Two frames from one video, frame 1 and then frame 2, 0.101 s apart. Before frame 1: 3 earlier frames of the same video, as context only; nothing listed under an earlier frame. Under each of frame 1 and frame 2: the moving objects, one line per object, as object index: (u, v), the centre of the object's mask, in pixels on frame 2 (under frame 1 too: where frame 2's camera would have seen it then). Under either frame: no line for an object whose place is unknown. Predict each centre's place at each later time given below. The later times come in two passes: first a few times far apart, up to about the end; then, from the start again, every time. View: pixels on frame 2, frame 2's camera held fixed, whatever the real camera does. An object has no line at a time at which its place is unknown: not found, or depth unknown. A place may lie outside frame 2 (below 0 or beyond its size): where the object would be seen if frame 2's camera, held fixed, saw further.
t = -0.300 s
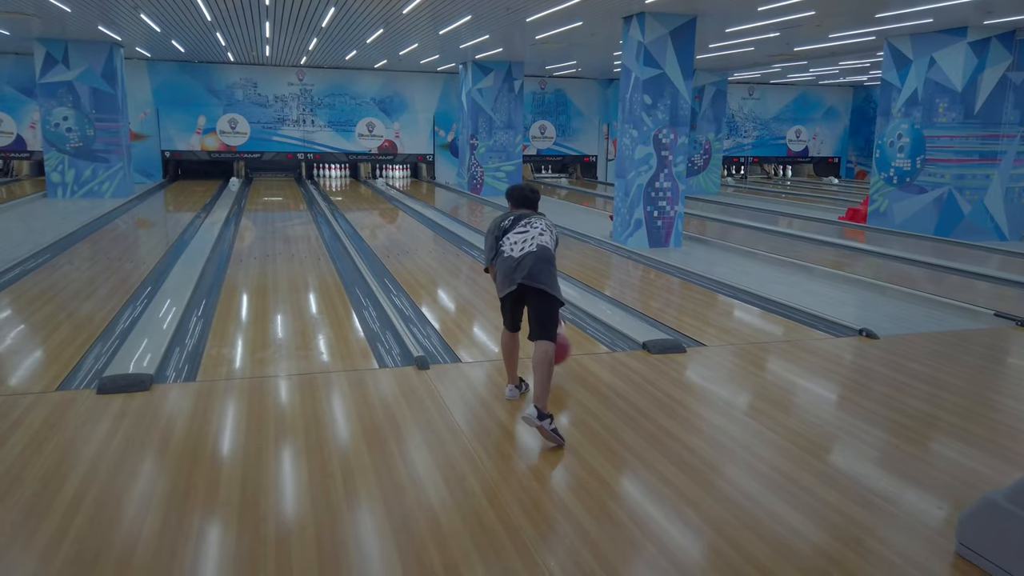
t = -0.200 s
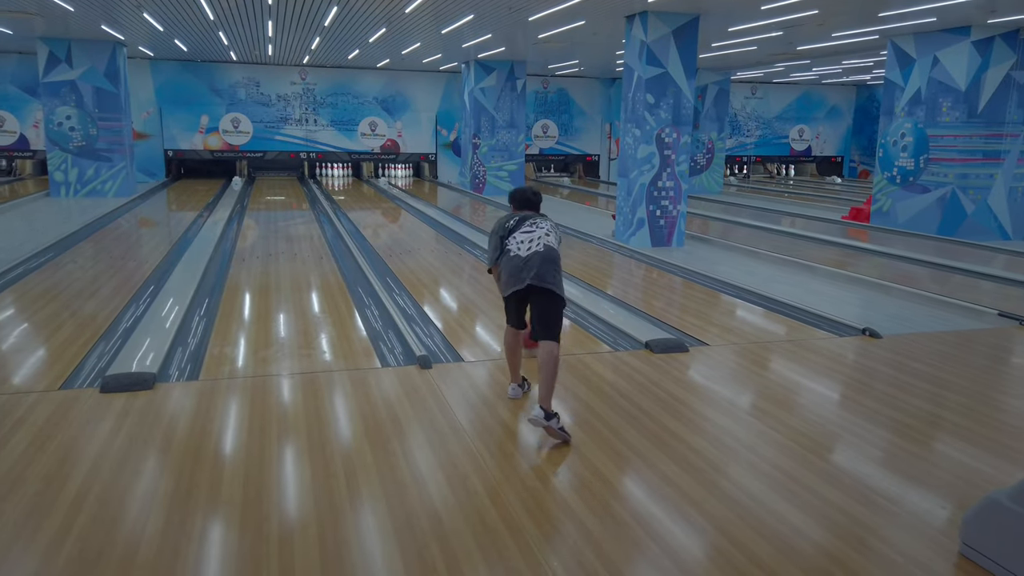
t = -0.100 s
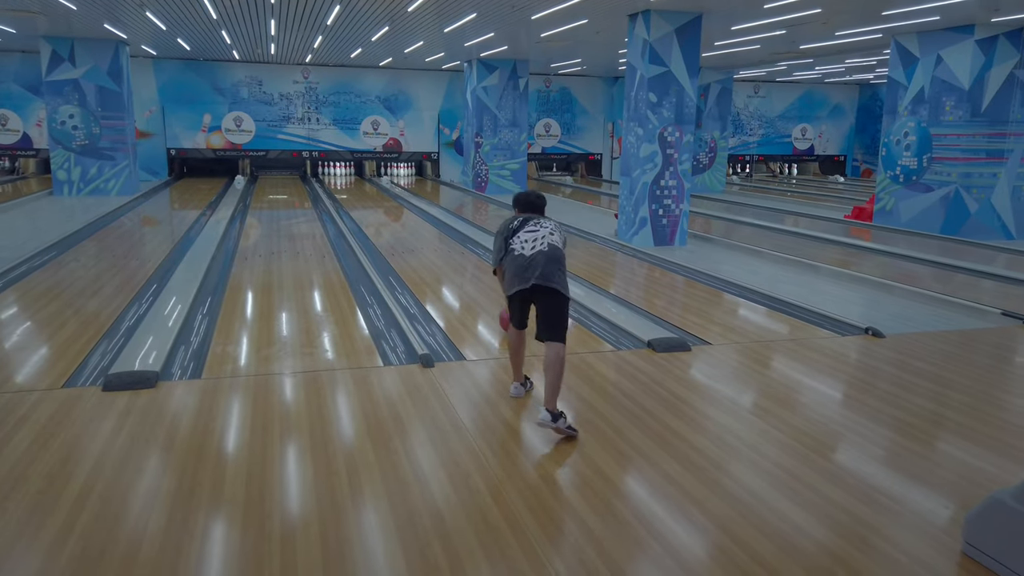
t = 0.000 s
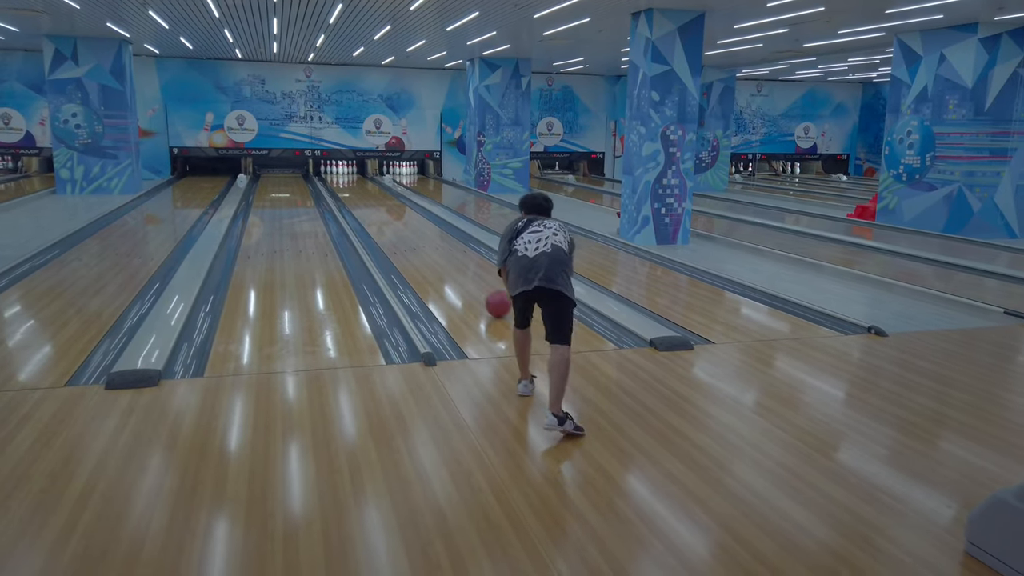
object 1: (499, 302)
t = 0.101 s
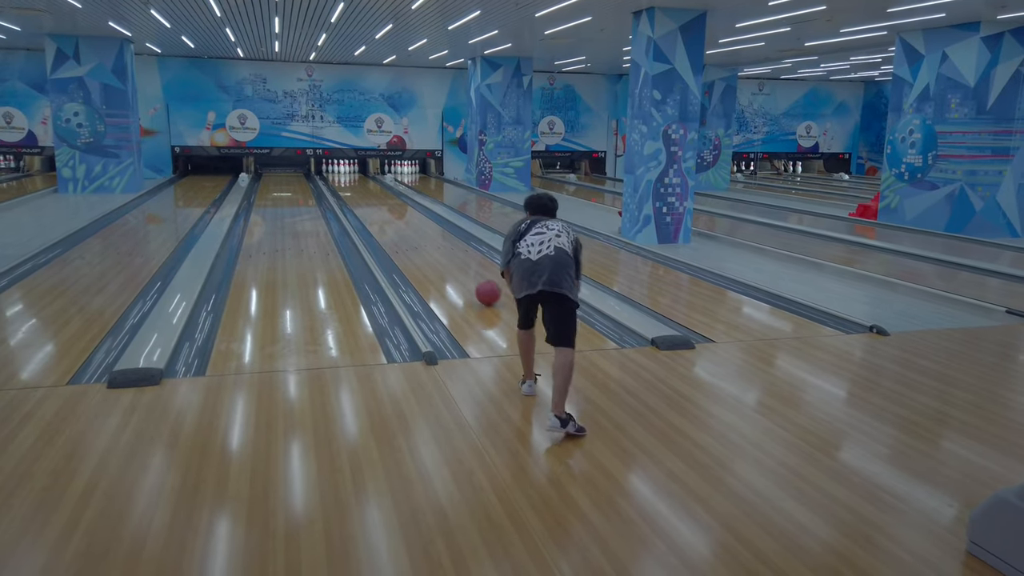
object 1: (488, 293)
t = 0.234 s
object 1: (470, 277)
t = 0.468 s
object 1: (448, 259)
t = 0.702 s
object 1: (431, 245)
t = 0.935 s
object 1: (418, 234)
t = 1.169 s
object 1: (406, 224)
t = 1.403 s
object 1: (397, 216)
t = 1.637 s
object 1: (389, 210)
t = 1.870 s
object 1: (383, 204)
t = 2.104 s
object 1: (378, 200)
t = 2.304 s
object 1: (373, 197)
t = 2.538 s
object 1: (369, 192)
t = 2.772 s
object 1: (364, 189)
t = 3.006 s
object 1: (360, 186)
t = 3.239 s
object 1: (356, 183)
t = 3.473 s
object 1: (353, 181)
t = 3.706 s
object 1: (349, 179)
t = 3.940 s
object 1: (347, 176)
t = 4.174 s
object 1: (344, 175)
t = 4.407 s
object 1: (341, 173)
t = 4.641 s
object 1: (339, 172)
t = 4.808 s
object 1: (337, 171)
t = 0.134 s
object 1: (483, 288)
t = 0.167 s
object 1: (477, 283)
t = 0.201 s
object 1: (475, 281)
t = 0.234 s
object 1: (470, 277)
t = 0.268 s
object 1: (468, 275)
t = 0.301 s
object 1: (464, 272)
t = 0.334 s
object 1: (459, 269)
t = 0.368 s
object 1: (458, 267)
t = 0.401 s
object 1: (454, 264)
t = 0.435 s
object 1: (452, 262)
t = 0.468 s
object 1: (448, 259)
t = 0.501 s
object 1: (445, 256)
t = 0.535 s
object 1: (443, 255)
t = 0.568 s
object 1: (440, 252)
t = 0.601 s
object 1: (439, 251)
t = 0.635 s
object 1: (435, 248)
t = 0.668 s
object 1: (433, 246)
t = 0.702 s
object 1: (431, 245)
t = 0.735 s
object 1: (429, 243)
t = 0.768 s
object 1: (427, 242)
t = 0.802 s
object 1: (425, 240)
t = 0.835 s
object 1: (422, 238)
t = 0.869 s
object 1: (421, 237)
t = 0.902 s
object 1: (419, 235)
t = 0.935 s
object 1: (418, 234)
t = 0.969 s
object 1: (415, 232)
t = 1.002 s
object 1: (413, 230)
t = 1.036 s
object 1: (412, 229)
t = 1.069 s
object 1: (410, 228)
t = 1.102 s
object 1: (410, 227)
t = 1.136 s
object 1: (408, 225)
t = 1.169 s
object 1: (406, 224)
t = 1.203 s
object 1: (405, 223)
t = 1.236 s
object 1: (403, 222)
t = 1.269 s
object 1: (403, 221)
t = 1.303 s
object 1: (401, 220)
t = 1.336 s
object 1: (399, 218)
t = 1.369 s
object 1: (399, 218)
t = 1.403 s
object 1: (397, 216)
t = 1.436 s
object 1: (396, 216)
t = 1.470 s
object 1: (395, 214)
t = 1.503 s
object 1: (393, 213)
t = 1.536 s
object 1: (393, 212)
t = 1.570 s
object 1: (391, 211)
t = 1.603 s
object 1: (390, 211)
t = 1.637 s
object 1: (389, 210)
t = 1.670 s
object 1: (388, 209)
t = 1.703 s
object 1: (388, 208)
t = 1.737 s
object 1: (386, 207)
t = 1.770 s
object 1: (386, 207)
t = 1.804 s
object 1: (385, 206)
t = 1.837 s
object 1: (384, 205)
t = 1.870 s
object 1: (383, 204)
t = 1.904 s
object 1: (382, 203)
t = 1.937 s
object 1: (381, 203)
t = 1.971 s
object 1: (380, 202)
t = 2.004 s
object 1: (379, 201)
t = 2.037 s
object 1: (379, 201)
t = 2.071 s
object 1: (378, 200)
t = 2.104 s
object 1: (378, 200)
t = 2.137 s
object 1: (377, 199)
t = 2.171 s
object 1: (376, 199)
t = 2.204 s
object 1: (376, 198)
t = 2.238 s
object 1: (374, 197)
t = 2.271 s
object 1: (374, 197)
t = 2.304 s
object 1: (373, 197)
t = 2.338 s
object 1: (373, 196)
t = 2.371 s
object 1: (371, 195)
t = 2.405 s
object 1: (370, 193)
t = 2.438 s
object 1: (370, 193)
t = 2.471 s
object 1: (370, 193)
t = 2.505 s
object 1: (369, 192)
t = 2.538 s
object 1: (369, 192)
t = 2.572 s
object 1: (368, 192)
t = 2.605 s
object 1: (367, 191)
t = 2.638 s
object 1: (366, 190)
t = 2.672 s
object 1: (366, 190)
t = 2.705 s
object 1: (366, 190)
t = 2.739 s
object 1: (365, 189)
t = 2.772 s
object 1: (364, 189)
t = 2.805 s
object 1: (362, 187)
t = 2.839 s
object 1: (362, 188)
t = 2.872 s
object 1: (361, 186)
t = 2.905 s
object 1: (361, 186)
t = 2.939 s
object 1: (360, 186)
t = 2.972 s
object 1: (360, 186)
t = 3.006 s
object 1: (360, 186)
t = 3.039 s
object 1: (360, 185)
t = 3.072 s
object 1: (359, 185)
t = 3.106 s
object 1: (358, 184)
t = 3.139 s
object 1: (358, 184)
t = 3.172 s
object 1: (357, 183)
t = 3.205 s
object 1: (357, 183)
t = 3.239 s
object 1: (356, 183)
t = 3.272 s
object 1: (356, 183)
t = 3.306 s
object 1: (356, 183)
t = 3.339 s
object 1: (354, 182)
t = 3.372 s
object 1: (354, 182)
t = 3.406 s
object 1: (354, 182)
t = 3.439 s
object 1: (353, 182)
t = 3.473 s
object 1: (353, 181)
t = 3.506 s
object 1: (352, 180)
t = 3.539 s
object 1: (352, 180)
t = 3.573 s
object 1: (352, 180)
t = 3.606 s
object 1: (351, 180)
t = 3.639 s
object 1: (350, 179)
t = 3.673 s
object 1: (350, 179)
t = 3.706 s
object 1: (349, 179)
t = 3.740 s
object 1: (349, 179)
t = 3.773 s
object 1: (349, 178)
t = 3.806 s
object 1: (348, 178)
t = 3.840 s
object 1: (348, 178)
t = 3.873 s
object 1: (347, 177)
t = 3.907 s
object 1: (347, 177)
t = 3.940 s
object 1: (347, 176)
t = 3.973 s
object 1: (346, 176)
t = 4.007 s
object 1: (346, 176)
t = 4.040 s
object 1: (345, 175)
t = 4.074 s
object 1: (345, 175)
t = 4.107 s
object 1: (345, 175)
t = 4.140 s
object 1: (345, 175)
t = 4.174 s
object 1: (344, 175)
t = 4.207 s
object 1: (344, 174)
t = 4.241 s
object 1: (343, 174)
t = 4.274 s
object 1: (343, 174)
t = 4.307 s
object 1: (342, 174)
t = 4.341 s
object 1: (342, 173)
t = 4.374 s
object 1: (341, 173)
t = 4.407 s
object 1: (341, 173)
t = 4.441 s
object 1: (341, 173)
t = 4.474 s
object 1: (340, 173)
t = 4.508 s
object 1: (340, 172)
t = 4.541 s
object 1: (340, 172)
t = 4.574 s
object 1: (340, 172)
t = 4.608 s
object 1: (340, 172)
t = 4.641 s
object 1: (339, 172)
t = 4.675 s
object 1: (339, 172)
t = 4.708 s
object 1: (338, 171)
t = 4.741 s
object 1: (338, 171)
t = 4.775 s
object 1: (337, 171)
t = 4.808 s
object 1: (337, 171)
